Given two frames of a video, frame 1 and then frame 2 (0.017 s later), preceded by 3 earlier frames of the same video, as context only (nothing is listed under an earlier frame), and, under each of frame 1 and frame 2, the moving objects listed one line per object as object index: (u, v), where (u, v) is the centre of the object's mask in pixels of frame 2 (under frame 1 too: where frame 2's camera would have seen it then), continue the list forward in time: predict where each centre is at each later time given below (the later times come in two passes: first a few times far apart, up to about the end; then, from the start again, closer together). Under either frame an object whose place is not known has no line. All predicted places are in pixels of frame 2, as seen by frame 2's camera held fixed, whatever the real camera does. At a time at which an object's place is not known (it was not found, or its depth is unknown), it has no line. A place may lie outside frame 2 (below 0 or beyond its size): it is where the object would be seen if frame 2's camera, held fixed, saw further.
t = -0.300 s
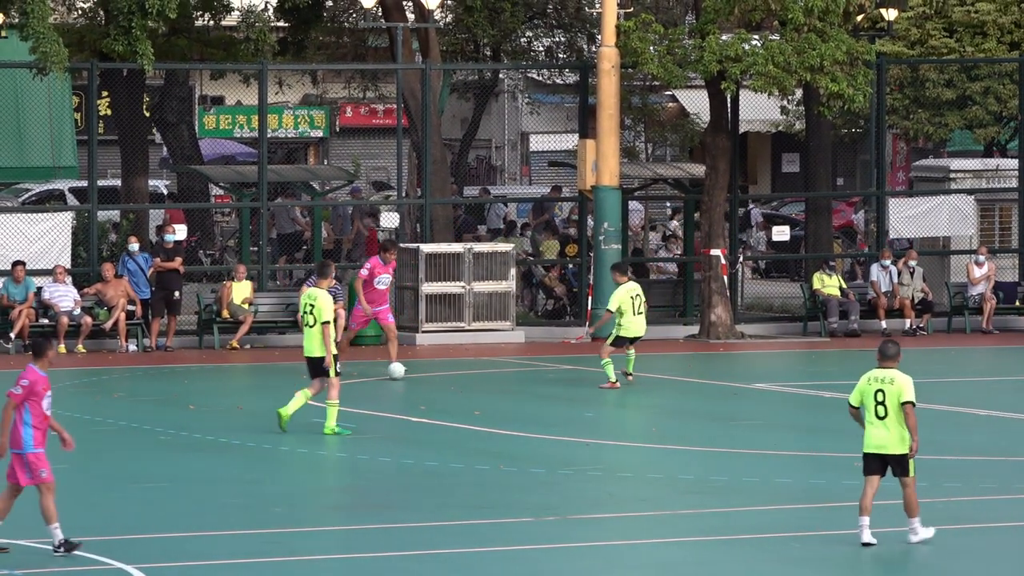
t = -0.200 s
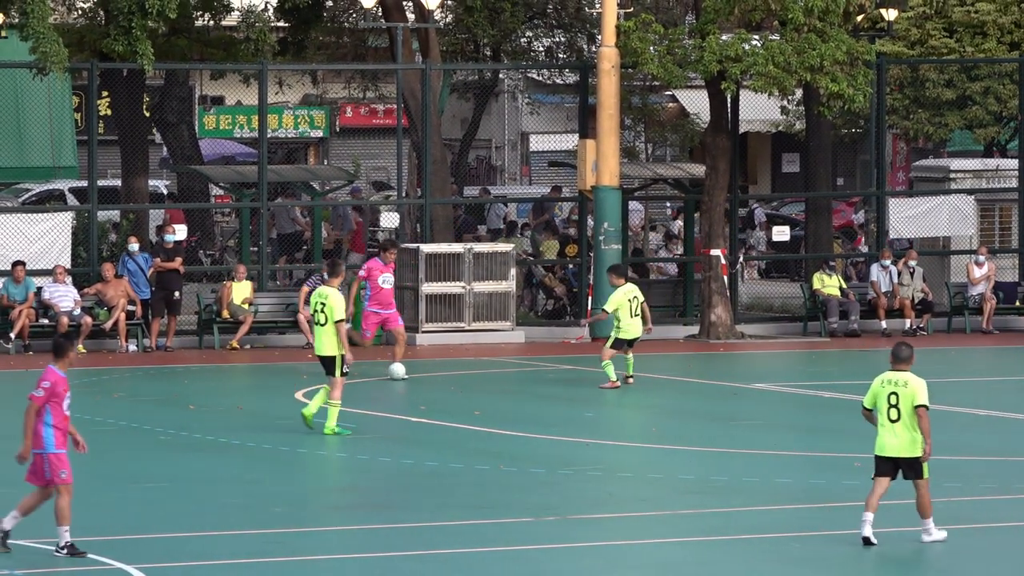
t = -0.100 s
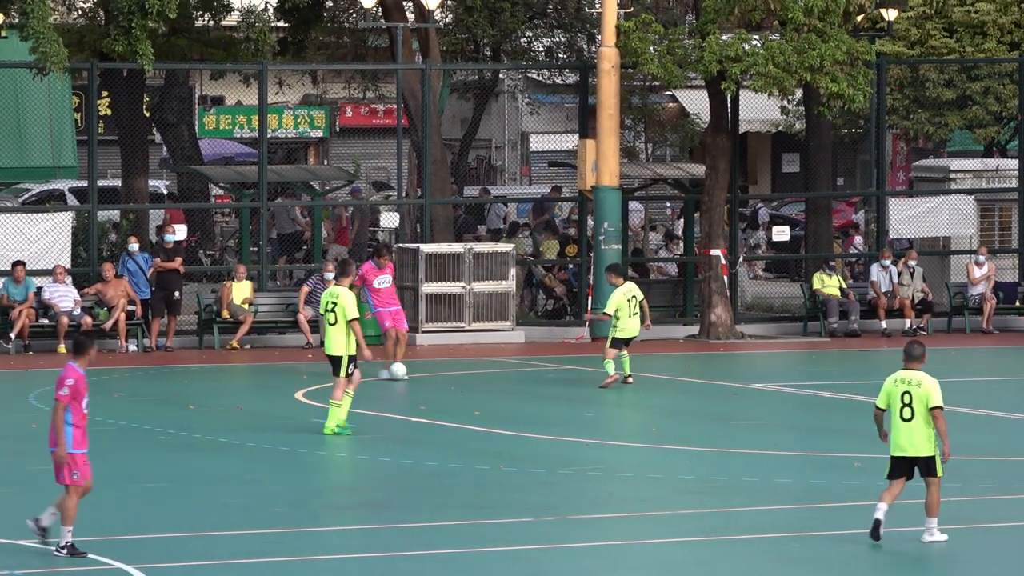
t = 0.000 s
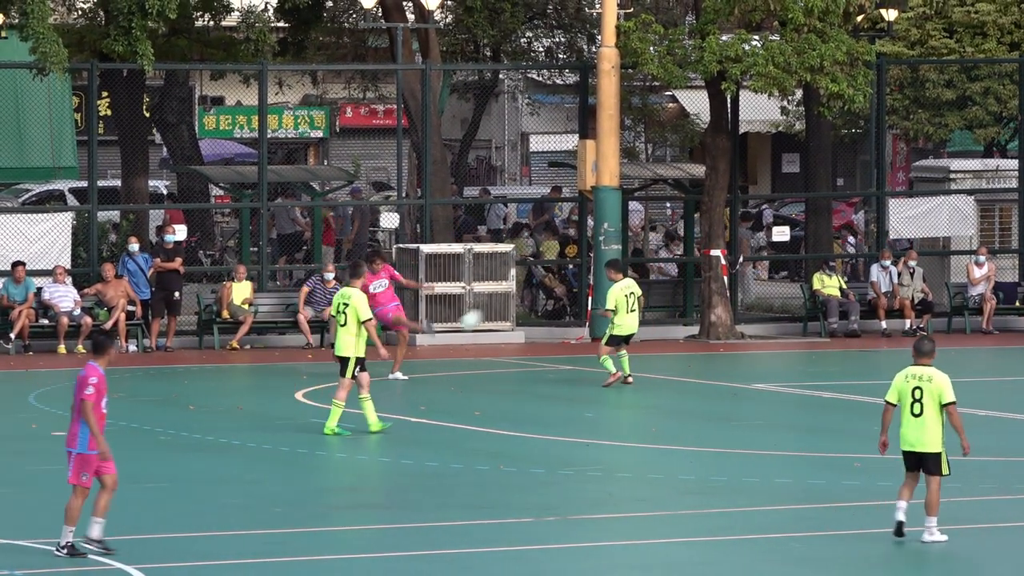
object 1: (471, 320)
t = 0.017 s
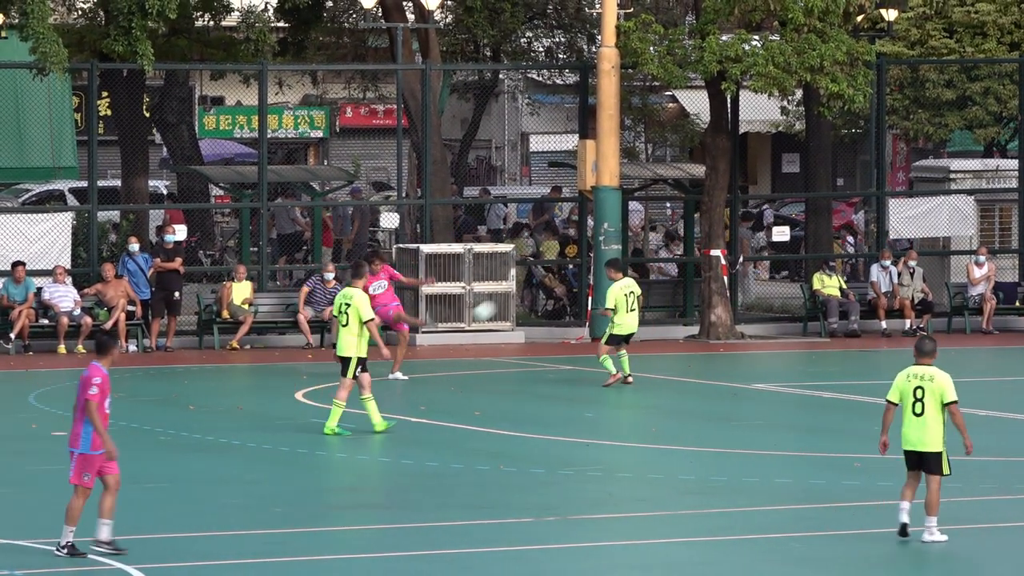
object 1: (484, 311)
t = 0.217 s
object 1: (638, 221)
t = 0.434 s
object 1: (808, 150)
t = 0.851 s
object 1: (1162, 96)
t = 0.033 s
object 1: (496, 303)
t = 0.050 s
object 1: (510, 295)
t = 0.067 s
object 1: (524, 286)
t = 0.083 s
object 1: (534, 279)
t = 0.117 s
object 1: (561, 264)
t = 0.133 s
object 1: (574, 257)
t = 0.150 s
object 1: (588, 249)
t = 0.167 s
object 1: (600, 241)
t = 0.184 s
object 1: (614, 234)
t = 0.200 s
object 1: (626, 228)
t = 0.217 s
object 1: (638, 221)
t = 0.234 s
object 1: (652, 215)
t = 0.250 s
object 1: (665, 209)
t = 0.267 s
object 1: (677, 202)
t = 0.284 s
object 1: (690, 197)
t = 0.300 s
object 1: (702, 192)
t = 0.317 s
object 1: (715, 186)
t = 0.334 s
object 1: (728, 180)
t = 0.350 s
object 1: (742, 175)
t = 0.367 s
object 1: (755, 170)
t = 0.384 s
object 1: (768, 165)
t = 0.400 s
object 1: (781, 160)
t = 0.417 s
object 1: (795, 154)
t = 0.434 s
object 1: (808, 150)
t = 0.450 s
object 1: (822, 145)
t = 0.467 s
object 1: (835, 141)
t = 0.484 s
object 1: (849, 137)
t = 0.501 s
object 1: (862, 133)
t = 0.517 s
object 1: (876, 129)
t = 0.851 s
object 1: (1162, 96)
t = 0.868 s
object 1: (1179, 97)
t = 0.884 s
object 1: (1196, 98)
